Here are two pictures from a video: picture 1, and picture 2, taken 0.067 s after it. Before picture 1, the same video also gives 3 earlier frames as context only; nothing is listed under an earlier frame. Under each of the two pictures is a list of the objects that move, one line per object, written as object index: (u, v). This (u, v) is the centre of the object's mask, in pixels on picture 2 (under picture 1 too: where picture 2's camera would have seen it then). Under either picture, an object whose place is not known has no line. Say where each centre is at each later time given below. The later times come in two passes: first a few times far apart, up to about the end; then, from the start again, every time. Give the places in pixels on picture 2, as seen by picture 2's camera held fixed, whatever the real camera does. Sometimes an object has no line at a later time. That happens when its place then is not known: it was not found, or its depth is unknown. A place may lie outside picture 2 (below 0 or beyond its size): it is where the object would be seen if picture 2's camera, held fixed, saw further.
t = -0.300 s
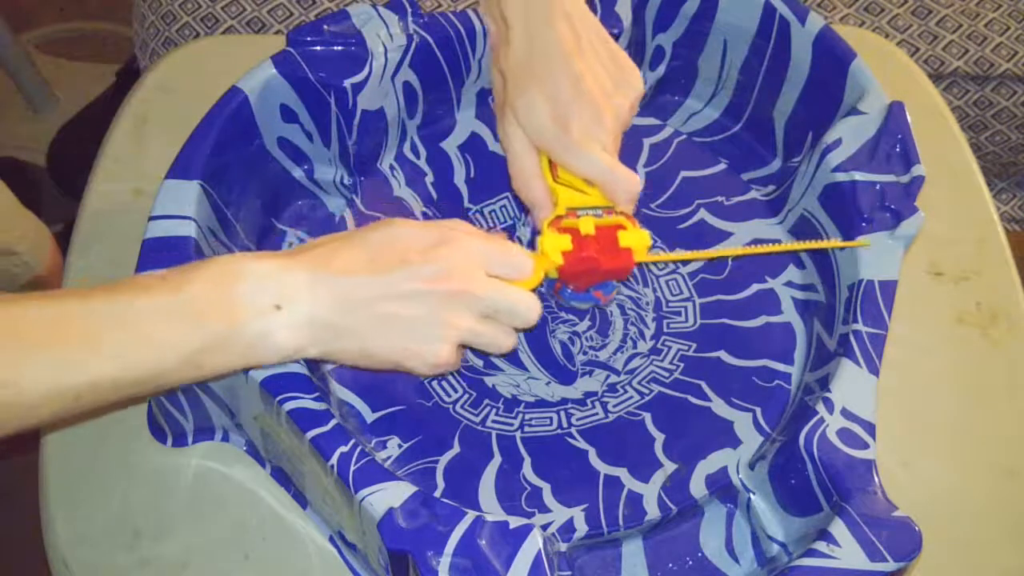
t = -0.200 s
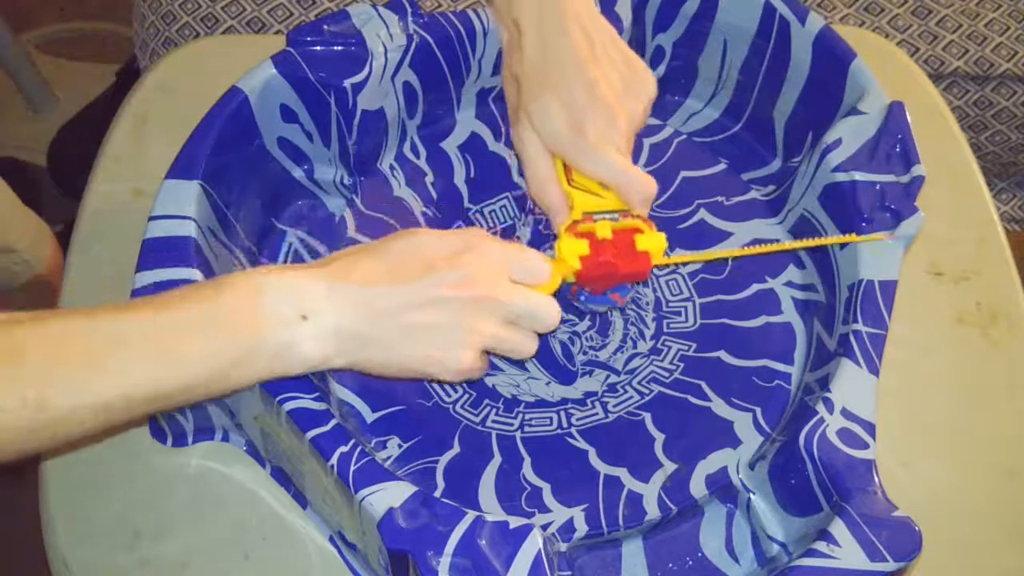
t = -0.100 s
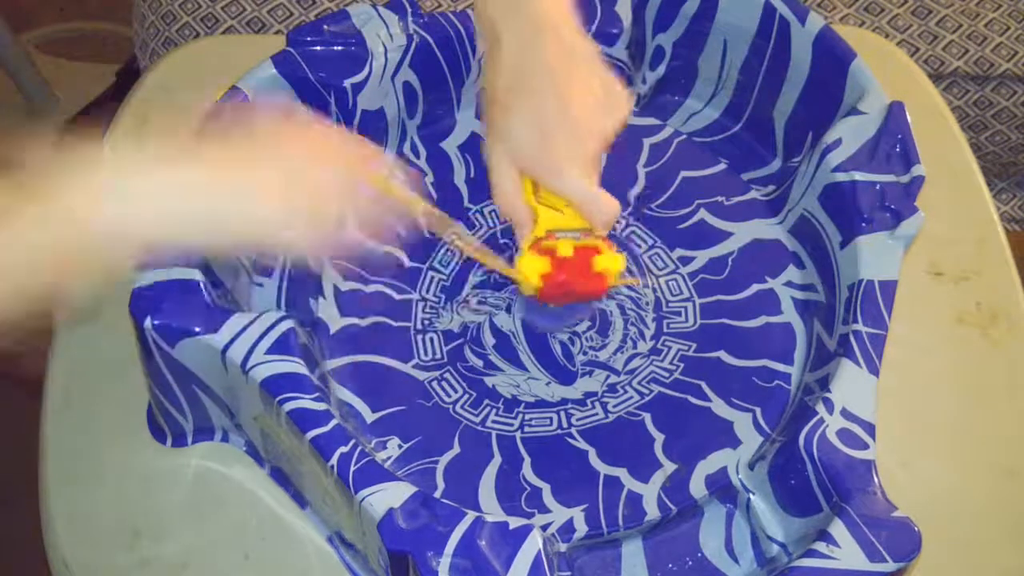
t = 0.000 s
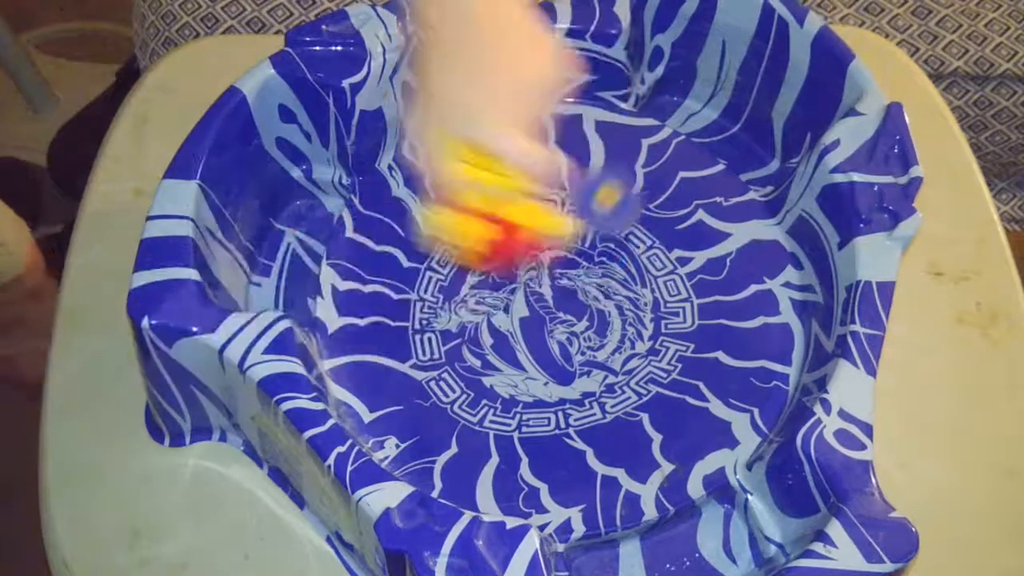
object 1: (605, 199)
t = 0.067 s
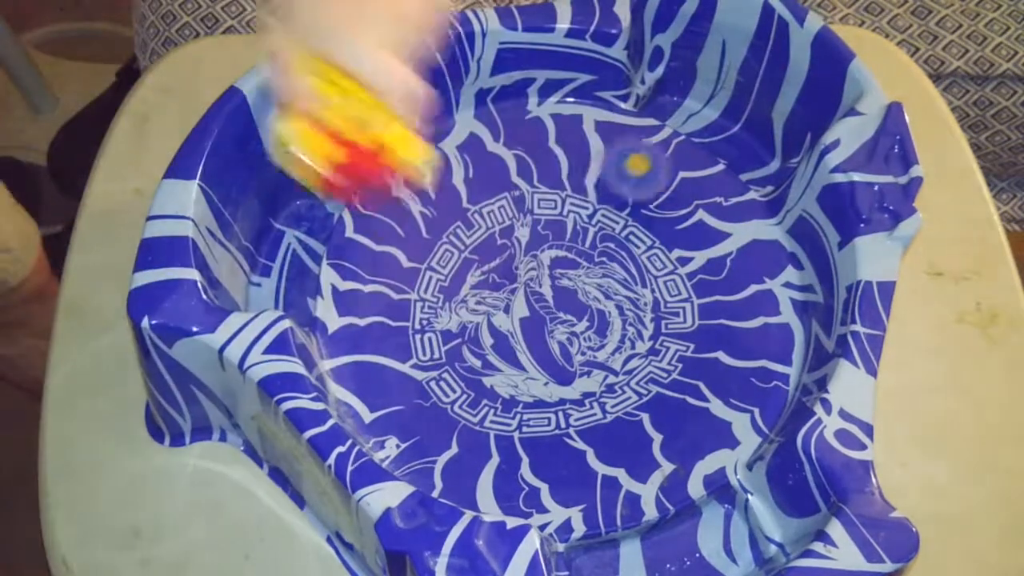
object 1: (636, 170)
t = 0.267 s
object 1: (627, 121)
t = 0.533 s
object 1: (504, 243)
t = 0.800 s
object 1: (619, 426)
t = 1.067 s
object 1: (727, 222)
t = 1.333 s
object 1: (447, 140)
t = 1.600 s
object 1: (459, 464)
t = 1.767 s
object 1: (714, 438)
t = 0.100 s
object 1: (639, 153)
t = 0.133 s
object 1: (642, 133)
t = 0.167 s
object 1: (641, 122)
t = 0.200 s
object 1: (639, 120)
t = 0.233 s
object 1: (631, 114)
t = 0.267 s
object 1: (627, 121)
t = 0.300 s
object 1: (619, 133)
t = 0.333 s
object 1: (609, 144)
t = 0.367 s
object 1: (599, 153)
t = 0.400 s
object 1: (583, 166)
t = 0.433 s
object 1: (562, 180)
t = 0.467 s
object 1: (541, 197)
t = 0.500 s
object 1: (520, 215)
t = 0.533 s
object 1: (504, 243)
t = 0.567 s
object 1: (491, 272)
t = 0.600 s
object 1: (491, 302)
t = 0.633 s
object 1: (495, 336)
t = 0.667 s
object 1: (509, 364)
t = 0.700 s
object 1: (530, 386)
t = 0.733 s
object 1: (553, 405)
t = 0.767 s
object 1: (591, 422)
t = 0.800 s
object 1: (619, 426)
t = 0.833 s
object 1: (655, 426)
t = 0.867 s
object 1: (694, 413)
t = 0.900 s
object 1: (733, 398)
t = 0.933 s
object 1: (757, 368)
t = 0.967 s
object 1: (746, 331)
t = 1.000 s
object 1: (751, 291)
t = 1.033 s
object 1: (737, 261)
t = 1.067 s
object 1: (727, 222)
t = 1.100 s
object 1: (708, 188)
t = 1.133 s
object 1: (682, 167)
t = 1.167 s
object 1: (639, 139)
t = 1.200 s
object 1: (609, 125)
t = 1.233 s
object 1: (571, 114)
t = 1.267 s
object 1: (525, 120)
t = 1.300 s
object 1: (490, 125)
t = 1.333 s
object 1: (447, 140)
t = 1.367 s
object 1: (413, 167)
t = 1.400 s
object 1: (388, 201)
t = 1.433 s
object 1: (375, 245)
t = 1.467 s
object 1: (366, 288)
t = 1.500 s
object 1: (365, 336)
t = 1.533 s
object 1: (376, 387)
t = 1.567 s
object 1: (417, 427)
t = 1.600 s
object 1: (459, 464)
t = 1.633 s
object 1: (511, 482)
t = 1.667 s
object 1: (566, 475)
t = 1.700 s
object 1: (622, 468)
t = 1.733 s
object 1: (668, 455)
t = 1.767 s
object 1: (714, 438)
